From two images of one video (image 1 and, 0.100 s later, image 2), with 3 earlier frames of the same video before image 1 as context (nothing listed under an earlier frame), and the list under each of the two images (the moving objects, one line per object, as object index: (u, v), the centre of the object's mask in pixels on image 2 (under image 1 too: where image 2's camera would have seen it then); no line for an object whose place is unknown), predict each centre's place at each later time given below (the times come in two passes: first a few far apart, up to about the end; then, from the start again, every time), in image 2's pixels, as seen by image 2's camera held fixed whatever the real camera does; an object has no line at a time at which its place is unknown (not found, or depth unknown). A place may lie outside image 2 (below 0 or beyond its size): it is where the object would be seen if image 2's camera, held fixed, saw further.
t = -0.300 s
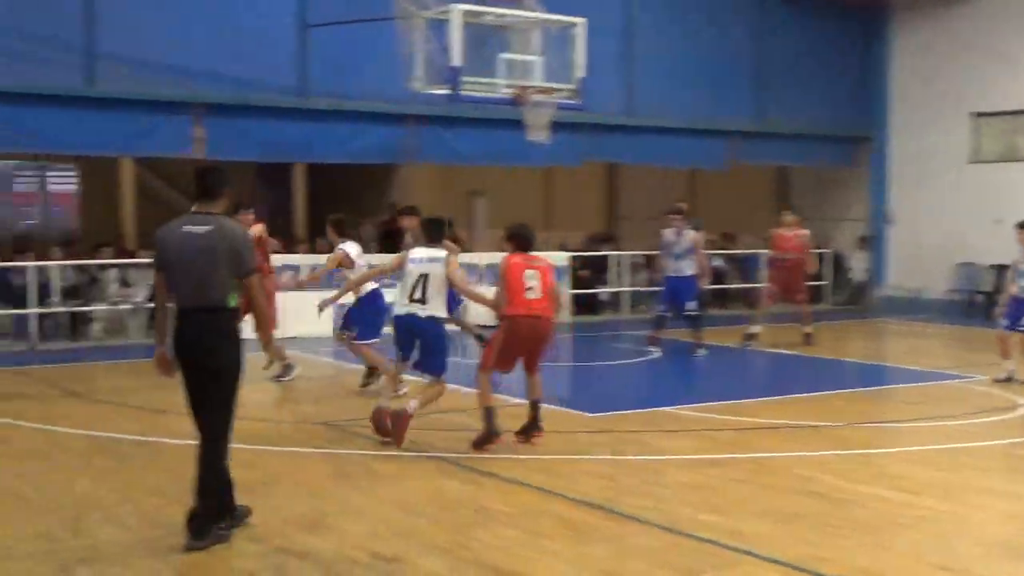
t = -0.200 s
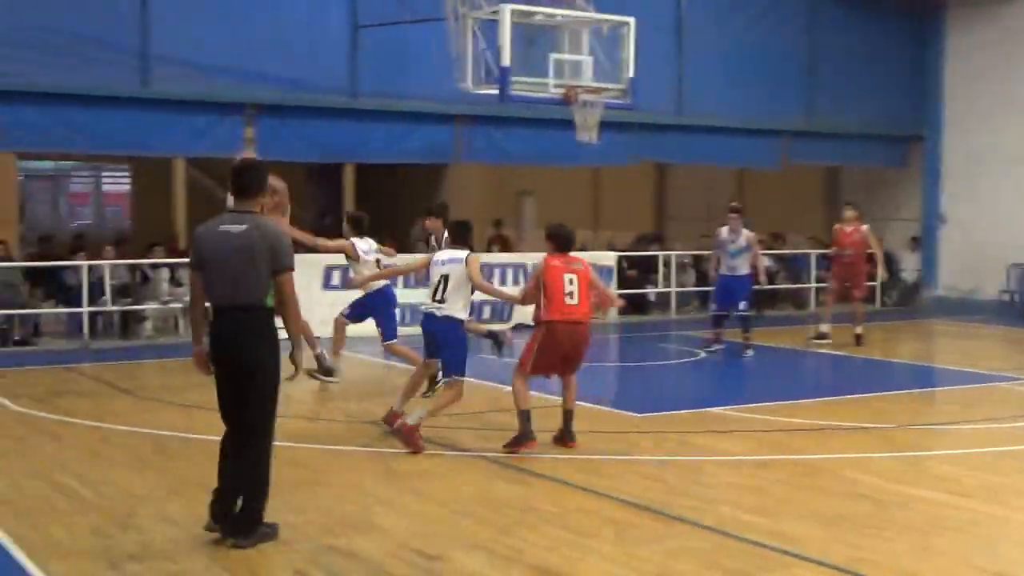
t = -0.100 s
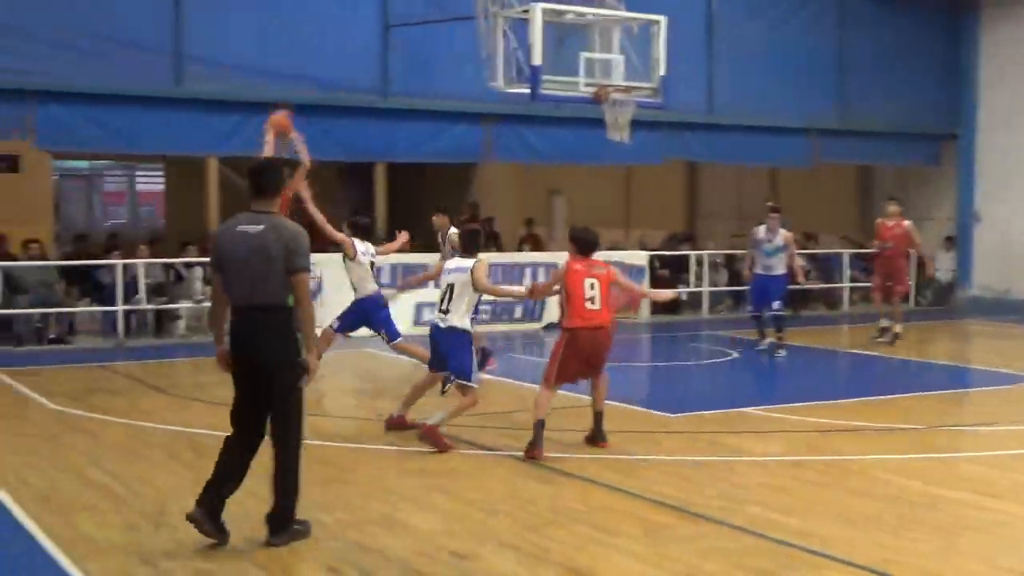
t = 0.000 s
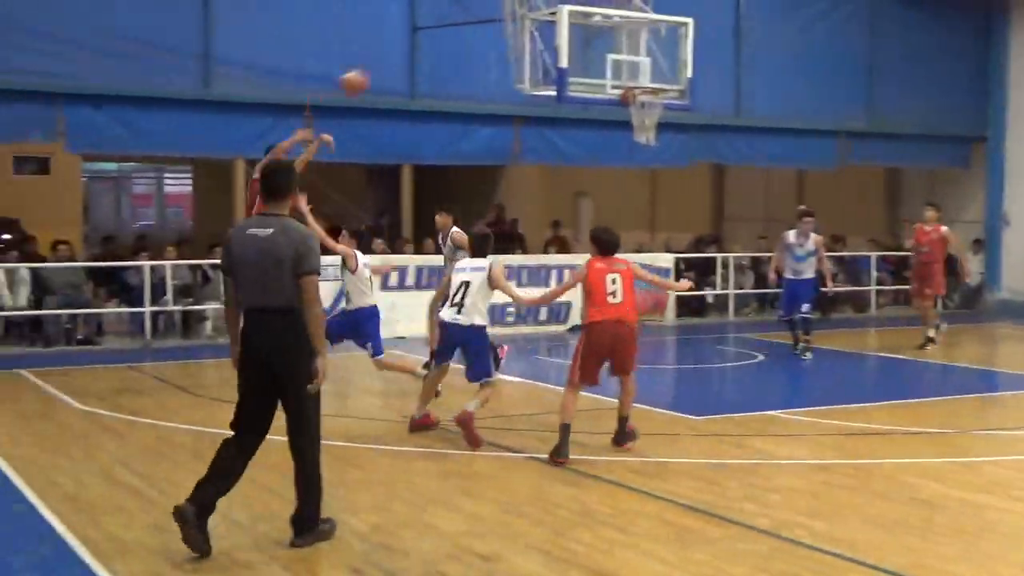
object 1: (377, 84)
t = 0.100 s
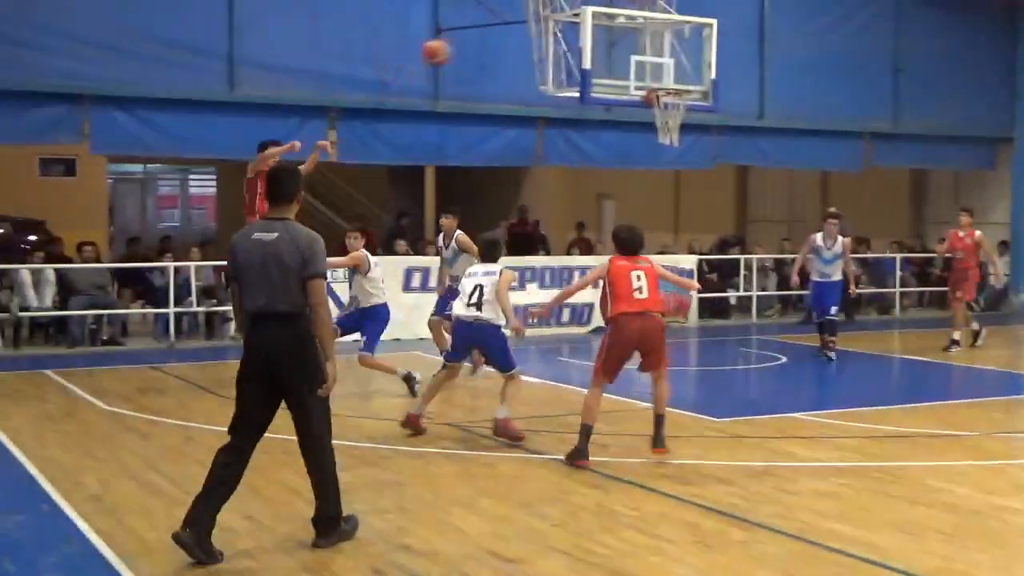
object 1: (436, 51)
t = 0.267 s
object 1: (540, 19)
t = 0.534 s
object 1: (743, 34)
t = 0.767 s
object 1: (951, 134)
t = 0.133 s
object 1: (457, 43)
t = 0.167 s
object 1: (478, 35)
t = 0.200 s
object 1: (498, 28)
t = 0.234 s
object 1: (520, 23)
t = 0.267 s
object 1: (540, 19)
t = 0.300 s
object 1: (564, 15)
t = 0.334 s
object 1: (588, 14)
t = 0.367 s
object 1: (613, 14)
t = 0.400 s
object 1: (638, 16)
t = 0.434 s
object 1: (662, 19)
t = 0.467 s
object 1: (688, 23)
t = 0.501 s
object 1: (716, 28)
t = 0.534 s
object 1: (743, 34)
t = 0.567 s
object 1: (771, 43)
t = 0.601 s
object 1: (800, 52)
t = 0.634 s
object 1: (827, 64)
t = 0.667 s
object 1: (857, 78)
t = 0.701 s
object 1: (887, 95)
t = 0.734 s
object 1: (919, 114)
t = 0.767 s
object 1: (951, 134)
